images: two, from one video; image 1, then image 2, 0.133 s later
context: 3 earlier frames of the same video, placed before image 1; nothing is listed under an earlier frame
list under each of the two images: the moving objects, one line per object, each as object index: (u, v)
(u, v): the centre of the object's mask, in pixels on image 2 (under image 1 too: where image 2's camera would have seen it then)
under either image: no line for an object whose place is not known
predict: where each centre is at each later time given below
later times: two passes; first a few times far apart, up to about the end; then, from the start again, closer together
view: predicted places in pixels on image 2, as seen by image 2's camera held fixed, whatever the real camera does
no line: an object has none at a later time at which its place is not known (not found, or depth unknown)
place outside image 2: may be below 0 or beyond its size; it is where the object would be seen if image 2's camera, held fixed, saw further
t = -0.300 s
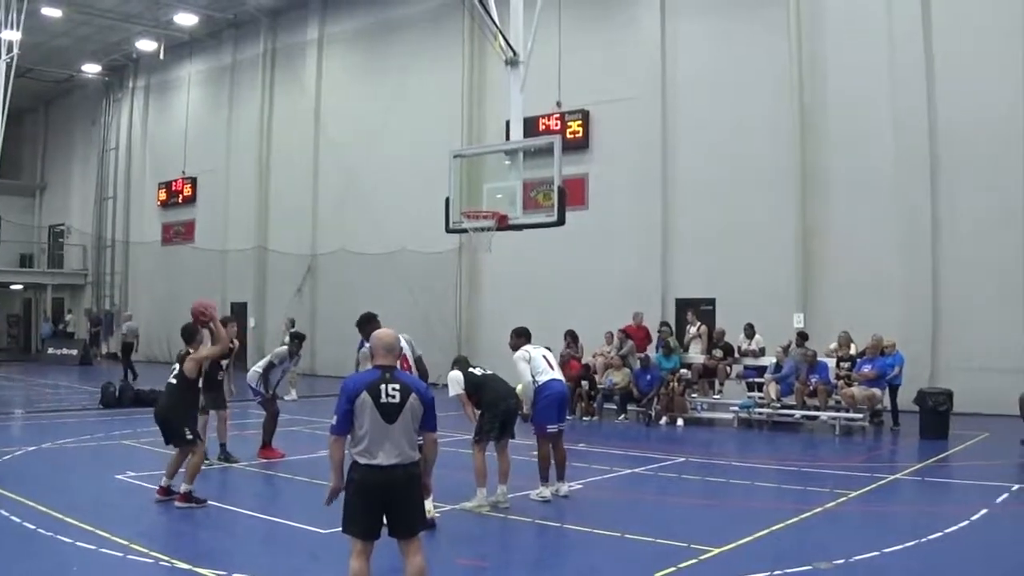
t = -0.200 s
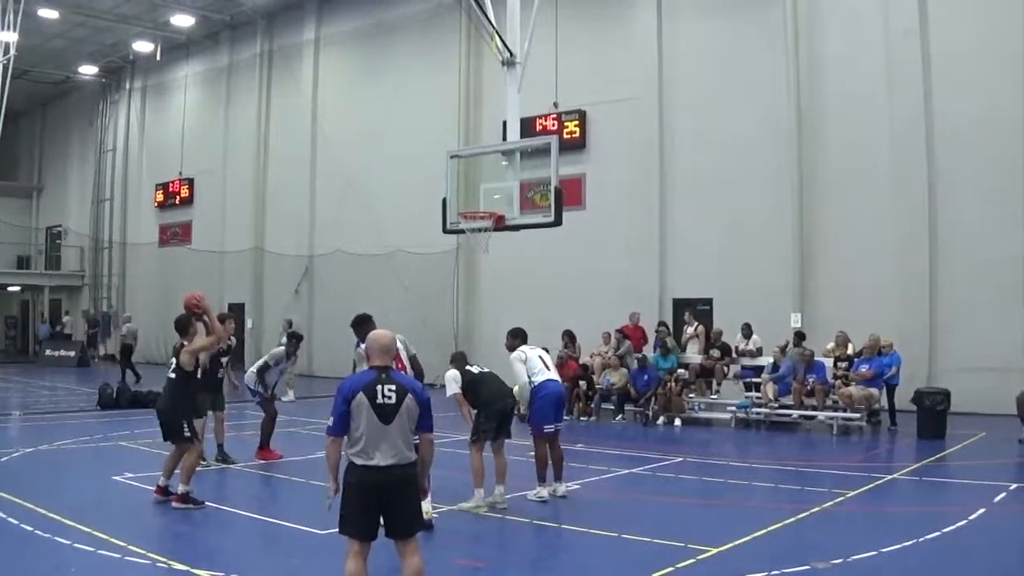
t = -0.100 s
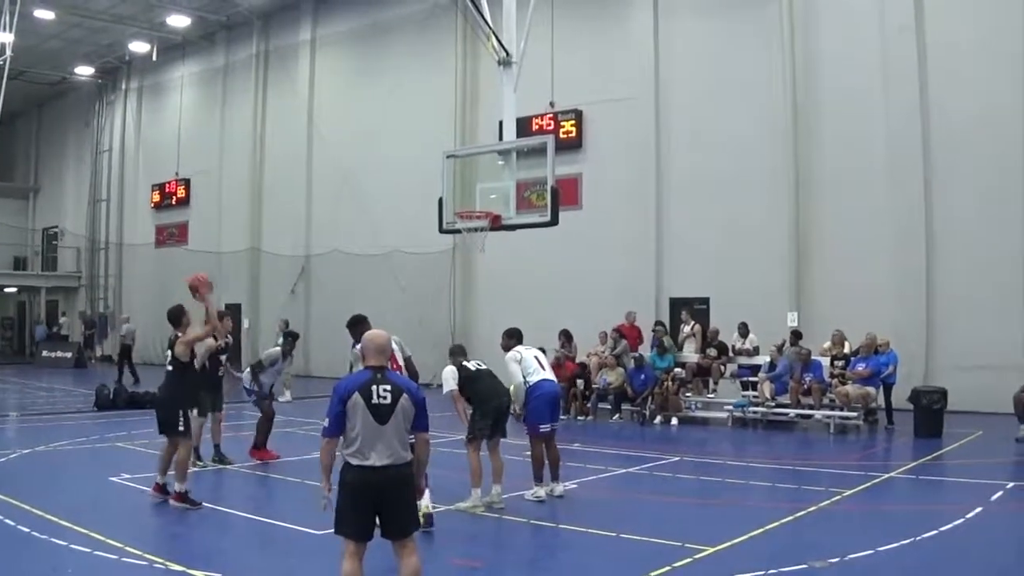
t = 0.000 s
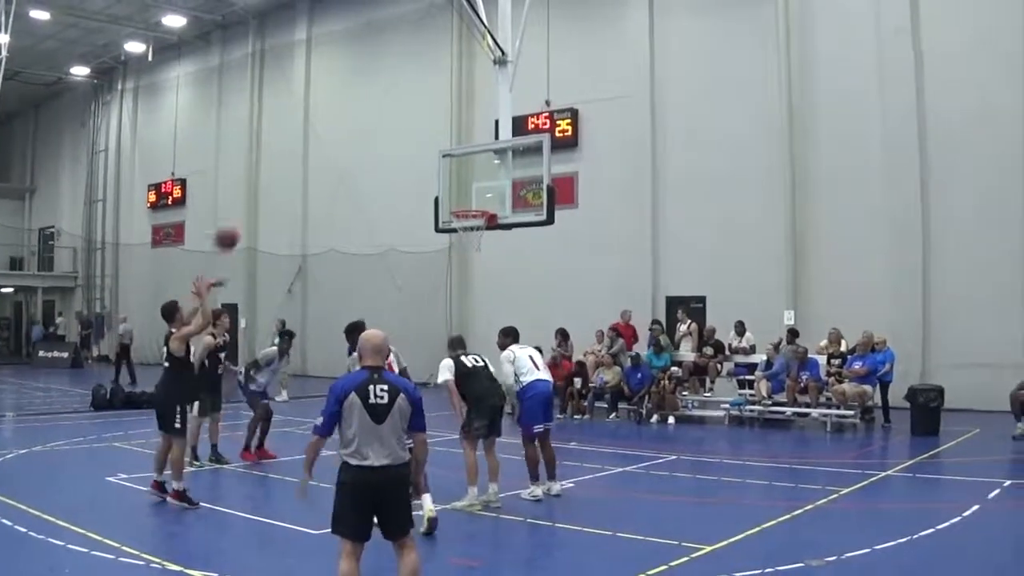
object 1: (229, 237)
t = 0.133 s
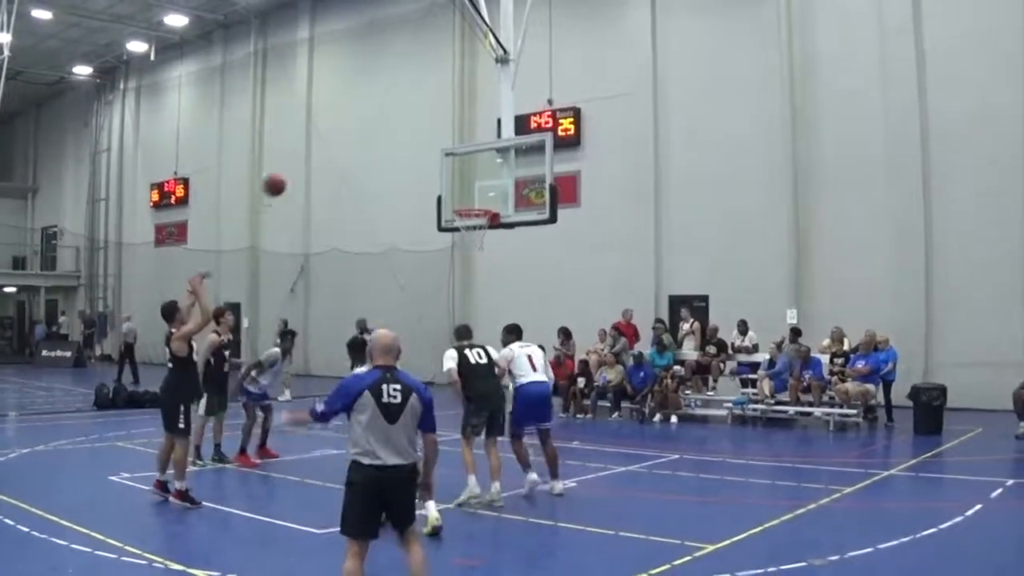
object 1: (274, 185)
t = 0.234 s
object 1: (305, 159)
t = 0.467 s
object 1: (372, 139)
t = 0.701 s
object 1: (430, 165)
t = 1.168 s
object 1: (489, 198)
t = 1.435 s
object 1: (469, 228)
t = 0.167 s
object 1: (285, 174)
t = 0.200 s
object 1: (296, 166)
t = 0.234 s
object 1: (305, 159)
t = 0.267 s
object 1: (316, 153)
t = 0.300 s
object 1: (326, 148)
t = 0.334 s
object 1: (336, 144)
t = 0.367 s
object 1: (345, 141)
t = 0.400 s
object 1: (354, 140)
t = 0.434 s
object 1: (363, 139)
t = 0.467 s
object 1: (372, 139)
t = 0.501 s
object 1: (381, 140)
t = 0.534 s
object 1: (390, 142)
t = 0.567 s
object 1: (398, 144)
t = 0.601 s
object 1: (406, 149)
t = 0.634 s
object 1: (414, 153)
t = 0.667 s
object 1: (423, 158)
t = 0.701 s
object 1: (430, 165)
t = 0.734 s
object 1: (436, 172)
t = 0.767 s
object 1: (442, 181)
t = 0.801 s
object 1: (449, 189)
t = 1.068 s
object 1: (483, 192)
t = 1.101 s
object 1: (483, 193)
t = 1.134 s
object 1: (487, 196)
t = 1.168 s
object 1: (489, 198)
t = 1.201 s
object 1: (487, 198)
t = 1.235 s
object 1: (485, 200)
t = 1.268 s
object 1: (483, 203)
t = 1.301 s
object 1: (481, 206)
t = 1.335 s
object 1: (480, 208)
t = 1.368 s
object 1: (478, 216)
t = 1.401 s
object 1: (472, 222)
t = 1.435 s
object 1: (469, 228)
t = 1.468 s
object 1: (469, 234)
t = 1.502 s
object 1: (468, 237)
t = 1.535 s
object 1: (468, 239)
